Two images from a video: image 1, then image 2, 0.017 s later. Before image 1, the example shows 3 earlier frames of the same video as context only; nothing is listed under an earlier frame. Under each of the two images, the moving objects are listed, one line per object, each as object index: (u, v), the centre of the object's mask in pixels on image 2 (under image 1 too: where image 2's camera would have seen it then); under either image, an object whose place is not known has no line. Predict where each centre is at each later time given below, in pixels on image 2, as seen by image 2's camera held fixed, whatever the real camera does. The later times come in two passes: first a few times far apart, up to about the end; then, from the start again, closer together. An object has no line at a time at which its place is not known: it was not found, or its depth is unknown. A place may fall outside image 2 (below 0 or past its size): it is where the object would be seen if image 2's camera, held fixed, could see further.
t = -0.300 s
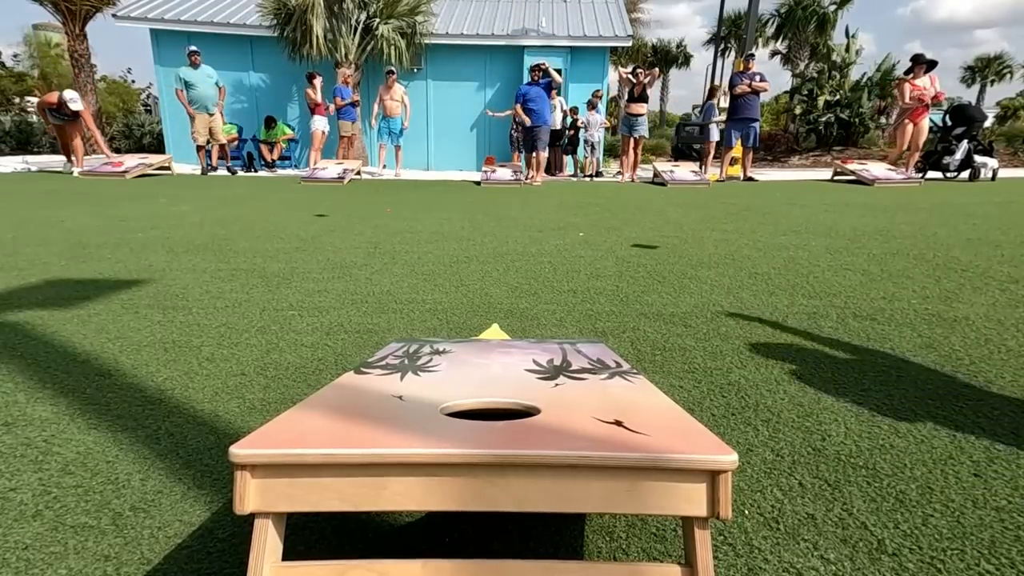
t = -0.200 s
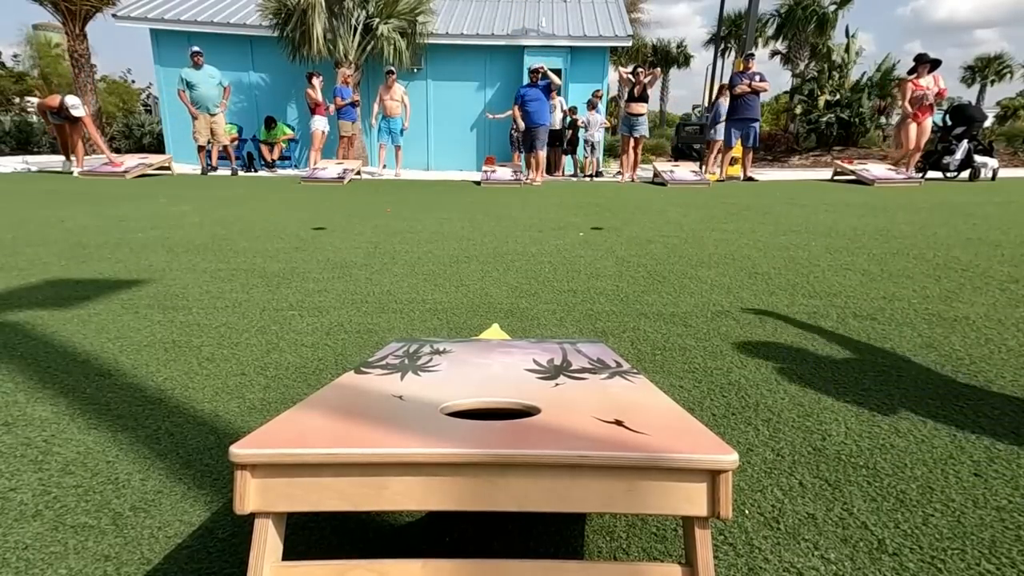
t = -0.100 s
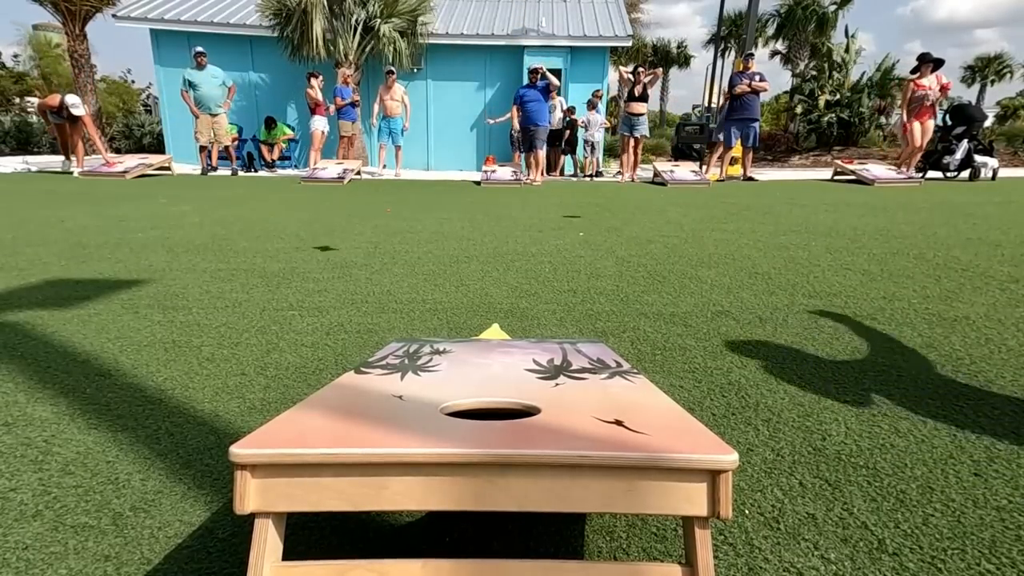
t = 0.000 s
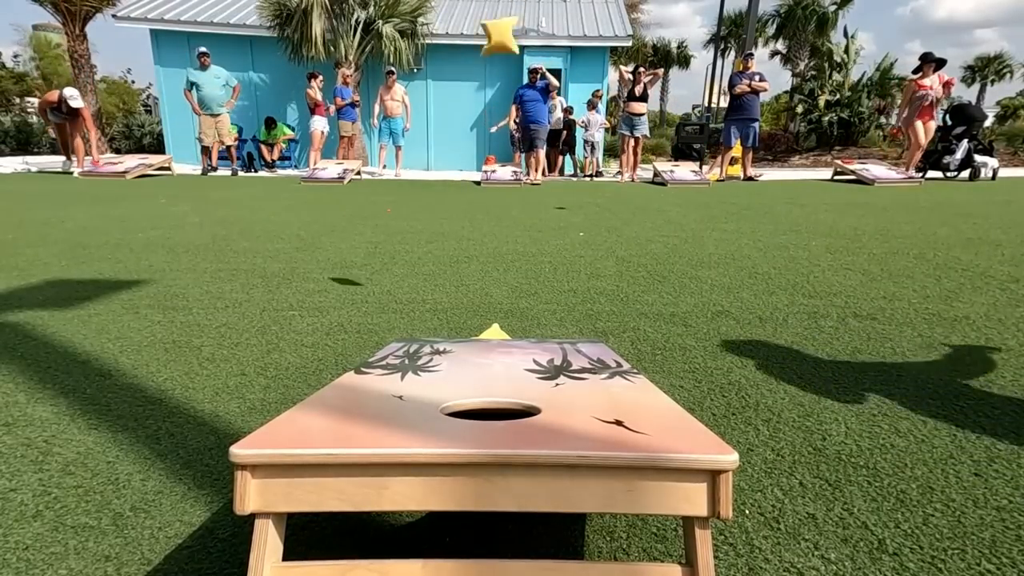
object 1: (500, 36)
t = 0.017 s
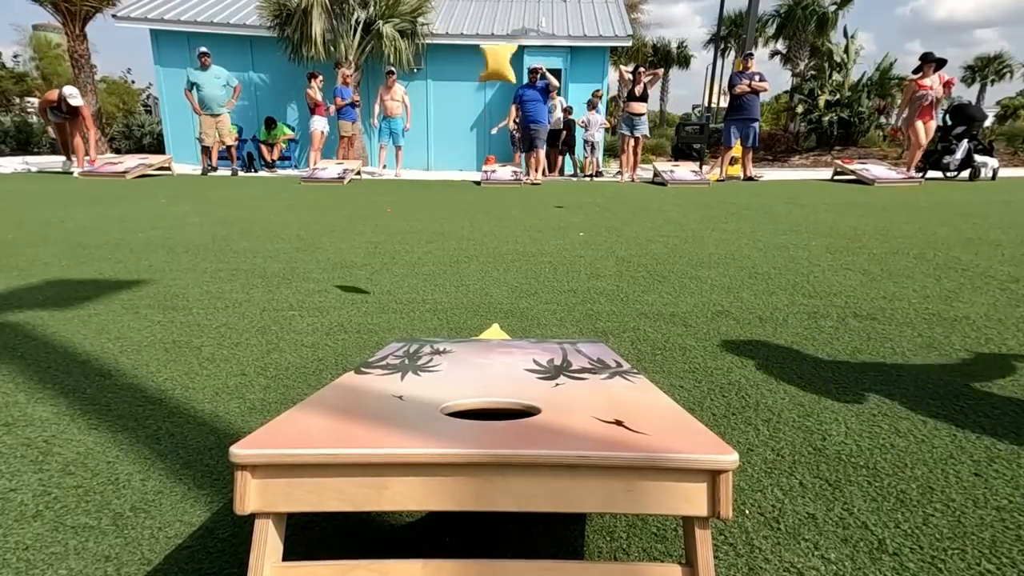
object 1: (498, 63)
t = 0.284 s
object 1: (440, 359)
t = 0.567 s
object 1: (351, 403)
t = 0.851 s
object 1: (324, 415)
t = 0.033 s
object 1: (496, 91)
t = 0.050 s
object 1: (494, 123)
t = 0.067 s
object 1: (491, 157)
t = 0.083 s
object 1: (490, 195)
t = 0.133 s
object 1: (481, 329)
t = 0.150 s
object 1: (474, 342)
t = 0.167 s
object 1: (471, 342)
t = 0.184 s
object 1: (466, 343)
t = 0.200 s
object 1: (461, 345)
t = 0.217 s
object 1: (457, 347)
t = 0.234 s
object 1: (453, 350)
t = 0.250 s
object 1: (449, 353)
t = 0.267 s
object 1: (445, 356)
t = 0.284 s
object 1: (440, 359)
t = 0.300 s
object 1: (435, 362)
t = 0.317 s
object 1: (430, 364)
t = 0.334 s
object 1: (425, 367)
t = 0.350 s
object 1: (420, 370)
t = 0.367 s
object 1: (415, 373)
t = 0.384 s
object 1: (409, 376)
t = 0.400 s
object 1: (404, 379)
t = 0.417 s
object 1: (399, 381)
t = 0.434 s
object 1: (393, 384)
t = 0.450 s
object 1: (387, 386)
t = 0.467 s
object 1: (382, 389)
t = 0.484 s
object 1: (377, 391)
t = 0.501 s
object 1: (371, 394)
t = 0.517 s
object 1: (366, 396)
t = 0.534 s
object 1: (360, 398)
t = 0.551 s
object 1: (355, 401)
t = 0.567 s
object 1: (351, 403)
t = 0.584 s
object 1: (346, 405)
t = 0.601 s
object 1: (342, 406)
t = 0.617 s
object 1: (338, 408)
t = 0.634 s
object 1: (334, 409)
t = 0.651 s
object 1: (331, 410)
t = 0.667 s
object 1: (329, 411)
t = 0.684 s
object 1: (327, 412)
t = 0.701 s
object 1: (325, 412)
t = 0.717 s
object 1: (323, 413)
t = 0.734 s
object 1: (323, 413)
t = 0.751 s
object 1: (323, 413)
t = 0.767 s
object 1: (323, 413)
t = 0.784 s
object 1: (323, 413)
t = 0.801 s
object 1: (323, 414)
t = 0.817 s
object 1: (323, 414)
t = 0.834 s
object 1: (324, 414)
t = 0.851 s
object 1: (324, 415)
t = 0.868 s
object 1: (324, 416)
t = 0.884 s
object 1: (324, 416)
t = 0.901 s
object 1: (325, 417)
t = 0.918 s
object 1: (325, 417)
